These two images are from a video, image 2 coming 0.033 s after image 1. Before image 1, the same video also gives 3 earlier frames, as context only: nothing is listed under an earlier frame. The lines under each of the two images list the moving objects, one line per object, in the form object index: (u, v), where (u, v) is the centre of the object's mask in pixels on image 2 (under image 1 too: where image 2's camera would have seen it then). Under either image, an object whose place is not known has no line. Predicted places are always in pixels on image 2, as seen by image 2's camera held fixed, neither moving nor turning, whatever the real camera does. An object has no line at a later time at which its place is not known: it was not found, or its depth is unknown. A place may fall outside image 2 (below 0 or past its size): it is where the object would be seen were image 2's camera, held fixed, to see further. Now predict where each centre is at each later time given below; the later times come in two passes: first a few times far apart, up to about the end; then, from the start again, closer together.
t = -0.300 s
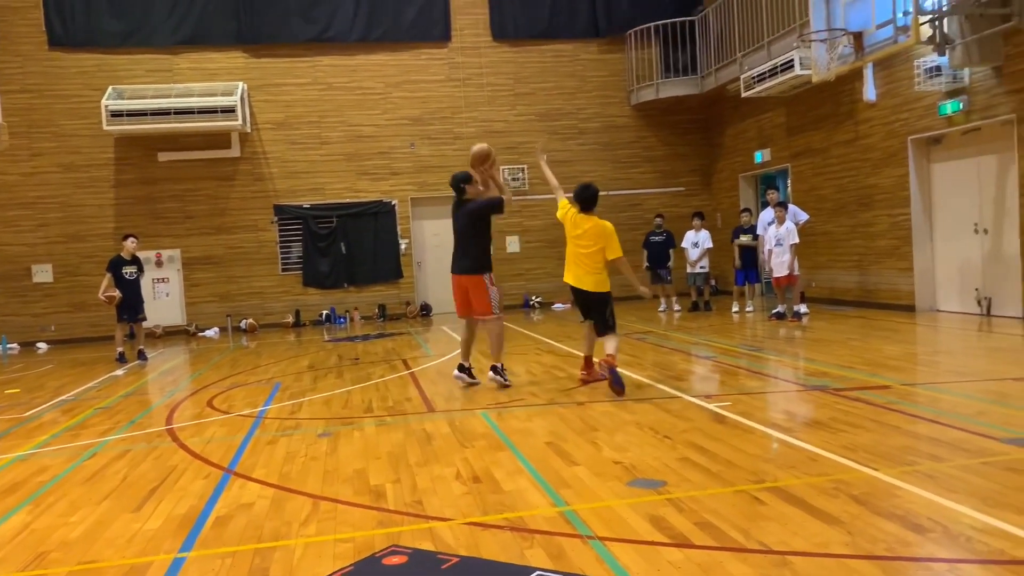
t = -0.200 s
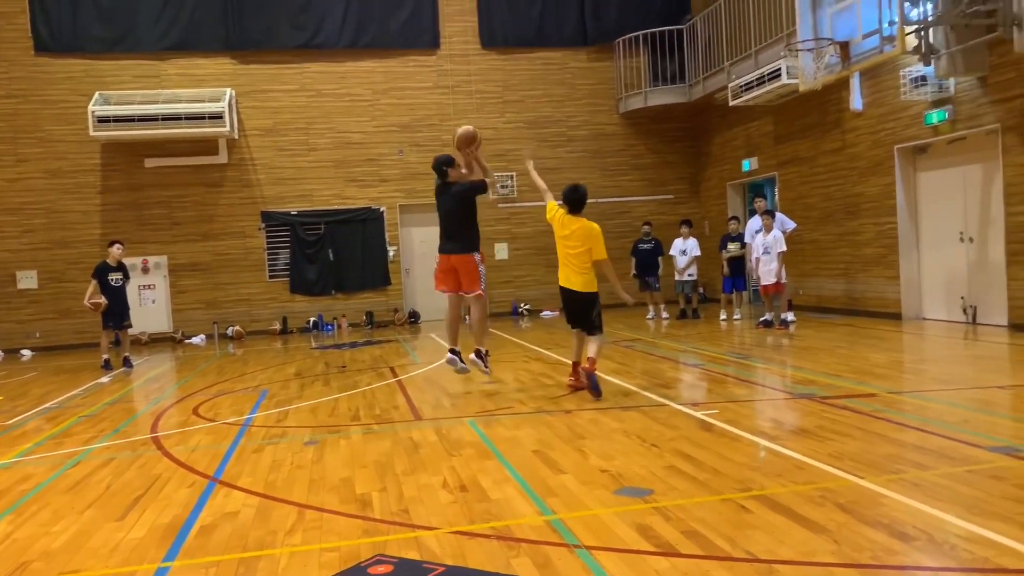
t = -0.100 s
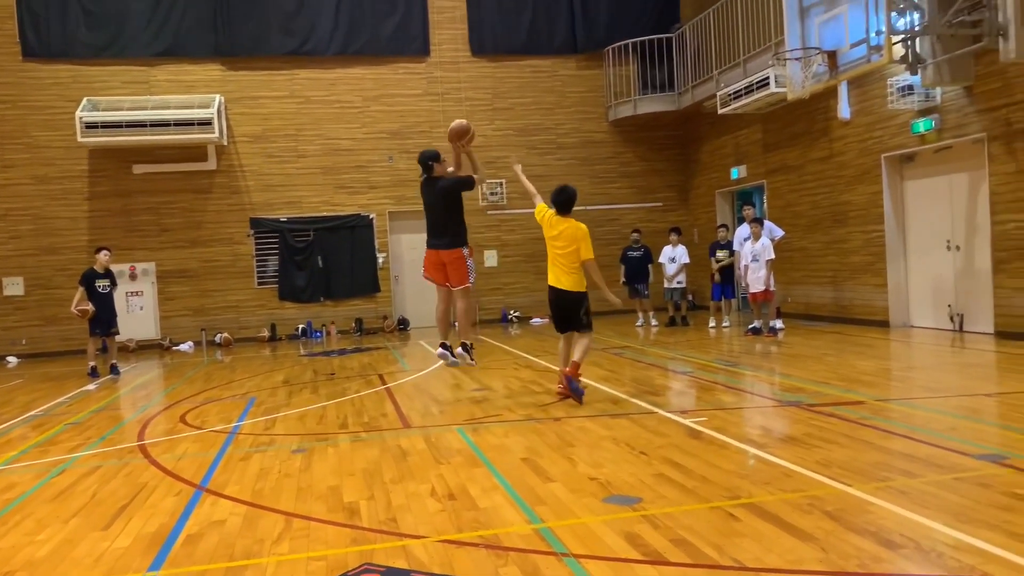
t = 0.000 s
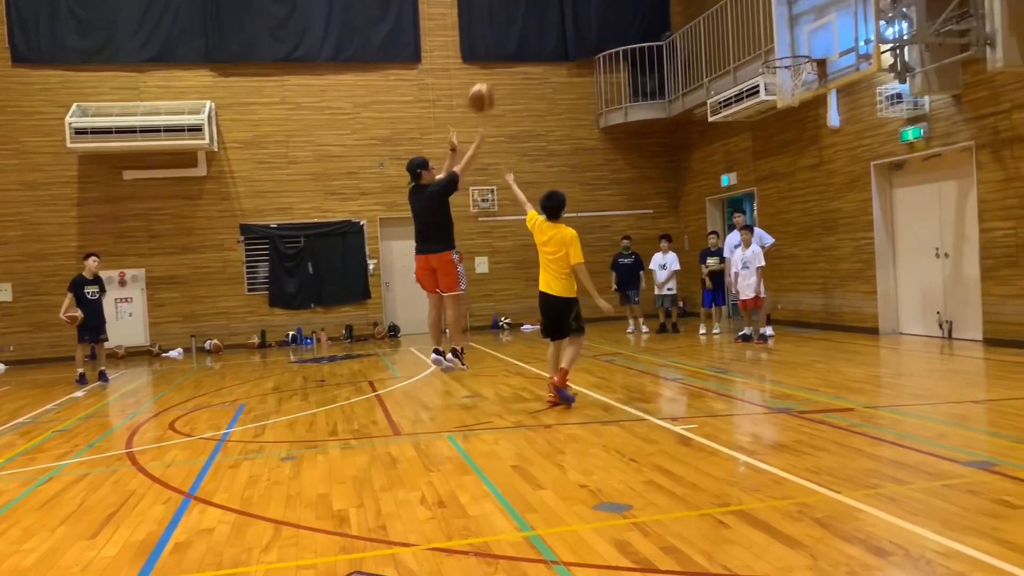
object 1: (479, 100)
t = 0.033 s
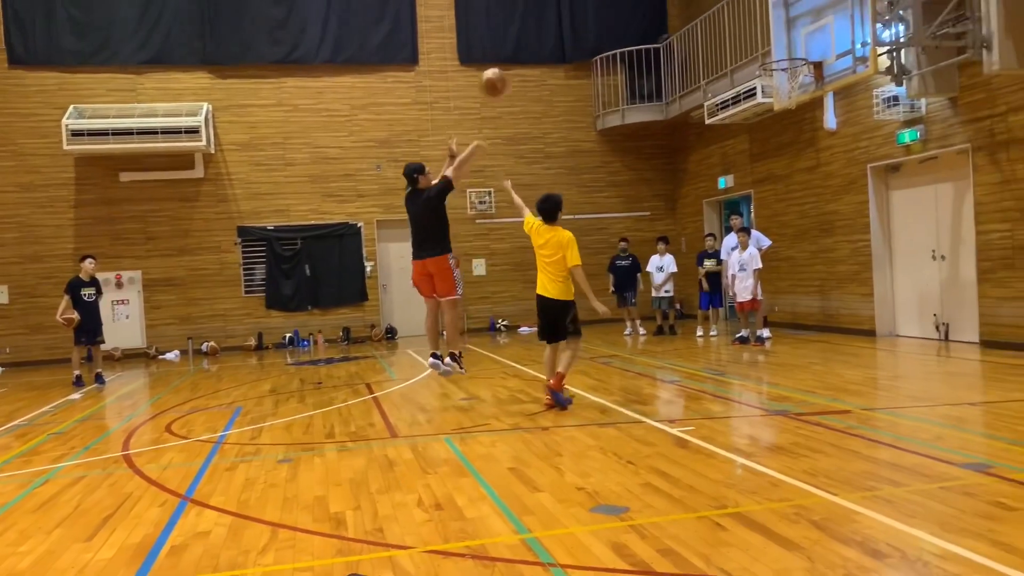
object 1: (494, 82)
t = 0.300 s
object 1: (606, -3)
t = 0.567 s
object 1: (708, -7)
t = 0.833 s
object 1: (797, 51)
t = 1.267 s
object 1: (648, 52)
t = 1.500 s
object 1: (578, 120)
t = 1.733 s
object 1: (520, 236)
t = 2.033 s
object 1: (460, 323)
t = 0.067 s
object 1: (508, 67)
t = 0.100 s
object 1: (522, 52)
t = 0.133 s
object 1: (537, 40)
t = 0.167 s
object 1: (550, 29)
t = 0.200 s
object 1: (564, 19)
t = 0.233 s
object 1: (579, 10)
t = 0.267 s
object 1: (592, 3)
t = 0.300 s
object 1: (606, -3)
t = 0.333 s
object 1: (620, -7)
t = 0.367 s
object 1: (633, -9)
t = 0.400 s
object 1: (646, -11)
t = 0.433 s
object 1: (660, -12)
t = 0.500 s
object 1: (687, -13)
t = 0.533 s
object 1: (698, -10)
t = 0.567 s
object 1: (708, -7)
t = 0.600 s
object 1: (721, -2)
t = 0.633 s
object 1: (736, 3)
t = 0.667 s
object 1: (747, 10)
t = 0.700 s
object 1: (759, 19)
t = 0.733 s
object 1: (771, 29)
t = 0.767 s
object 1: (782, 38)
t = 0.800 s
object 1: (795, 49)
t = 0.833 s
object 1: (797, 51)
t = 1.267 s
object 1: (648, 52)
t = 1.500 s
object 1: (578, 120)
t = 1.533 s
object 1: (570, 135)
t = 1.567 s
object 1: (563, 149)
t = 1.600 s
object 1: (553, 165)
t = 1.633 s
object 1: (545, 181)
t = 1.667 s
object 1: (536, 197)
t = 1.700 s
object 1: (529, 216)
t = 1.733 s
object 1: (520, 236)
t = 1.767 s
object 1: (515, 253)
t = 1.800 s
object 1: (506, 272)
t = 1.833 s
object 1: (499, 294)
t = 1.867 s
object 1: (492, 314)
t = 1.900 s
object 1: (483, 335)
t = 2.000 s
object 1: (465, 340)
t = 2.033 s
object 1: (460, 323)
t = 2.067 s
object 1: (456, 309)
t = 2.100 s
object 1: (451, 295)
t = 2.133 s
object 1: (446, 282)
